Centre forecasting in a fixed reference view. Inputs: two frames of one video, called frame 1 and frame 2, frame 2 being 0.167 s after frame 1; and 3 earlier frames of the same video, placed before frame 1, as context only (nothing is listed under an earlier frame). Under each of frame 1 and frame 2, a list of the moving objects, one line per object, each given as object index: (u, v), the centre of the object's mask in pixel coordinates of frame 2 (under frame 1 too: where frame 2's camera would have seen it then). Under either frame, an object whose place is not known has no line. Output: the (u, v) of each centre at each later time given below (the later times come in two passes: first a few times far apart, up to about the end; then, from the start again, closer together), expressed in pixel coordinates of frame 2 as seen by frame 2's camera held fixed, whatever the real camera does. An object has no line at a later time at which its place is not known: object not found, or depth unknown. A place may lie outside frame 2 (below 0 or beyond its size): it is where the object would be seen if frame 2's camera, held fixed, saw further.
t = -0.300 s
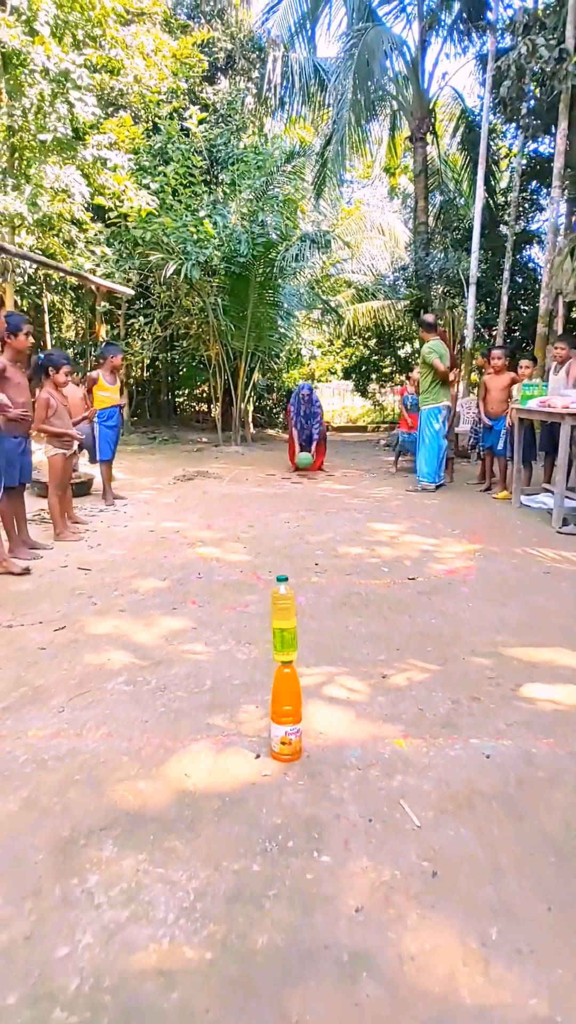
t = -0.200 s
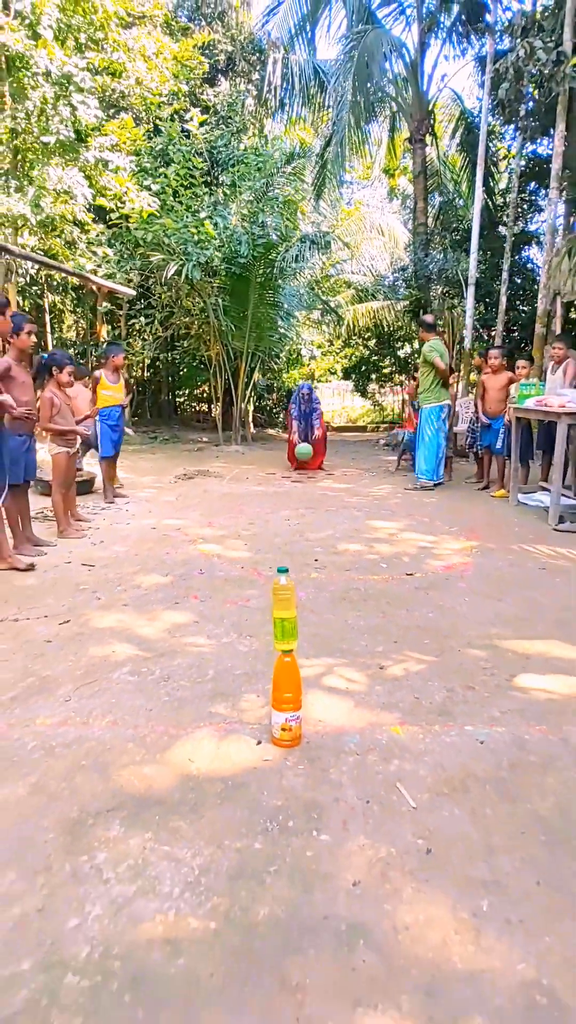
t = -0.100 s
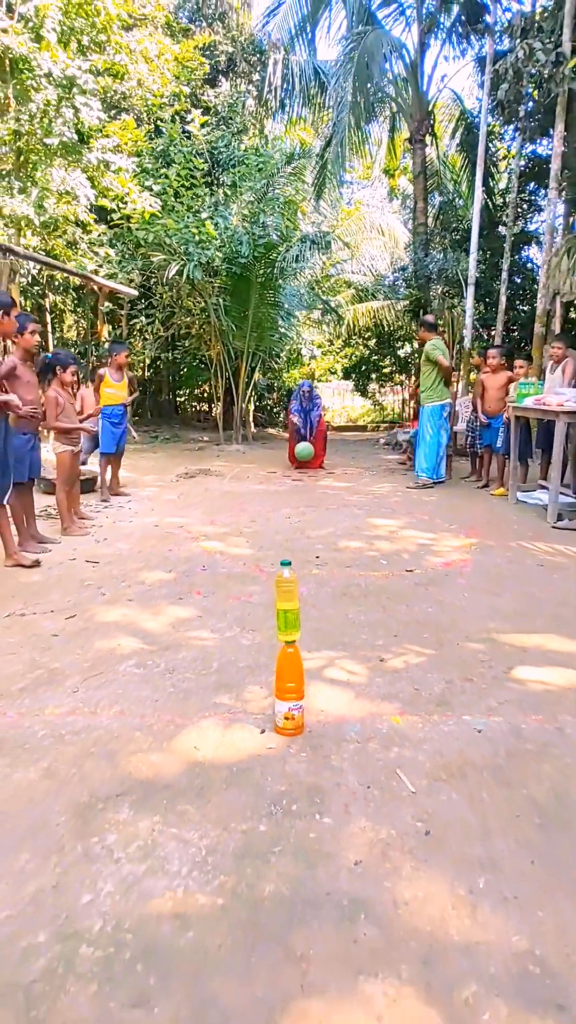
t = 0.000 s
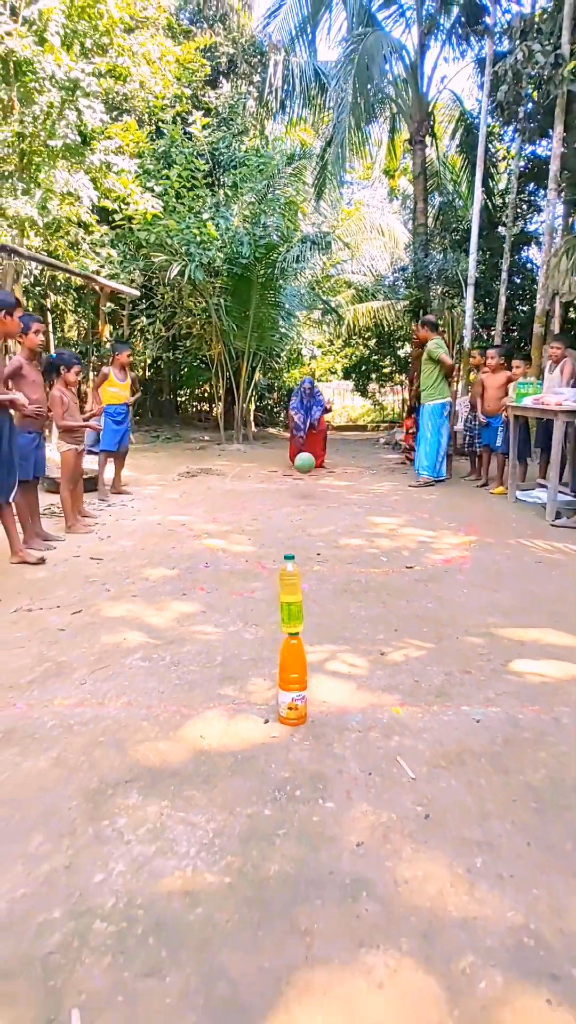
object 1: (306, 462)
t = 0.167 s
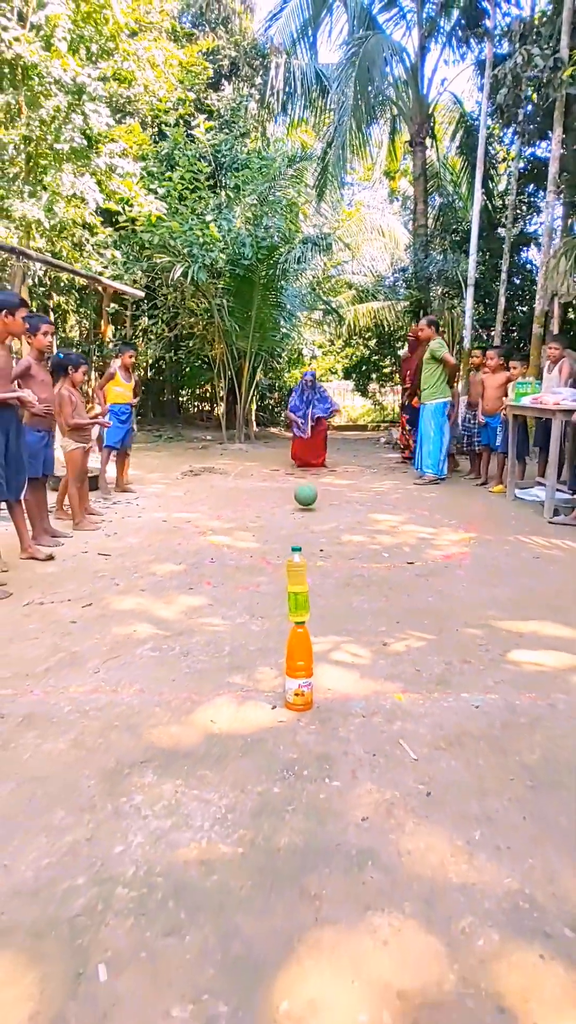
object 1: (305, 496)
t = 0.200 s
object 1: (305, 494)
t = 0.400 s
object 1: (301, 513)
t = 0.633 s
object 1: (296, 537)
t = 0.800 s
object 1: (286, 553)
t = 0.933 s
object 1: (278, 567)
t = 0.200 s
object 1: (305, 494)
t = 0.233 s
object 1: (304, 493)
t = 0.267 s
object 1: (304, 493)
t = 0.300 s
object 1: (303, 495)
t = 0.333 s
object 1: (302, 498)
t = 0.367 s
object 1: (302, 504)
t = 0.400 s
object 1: (301, 513)
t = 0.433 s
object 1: (301, 520)
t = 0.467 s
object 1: (300, 520)
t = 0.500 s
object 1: (299, 518)
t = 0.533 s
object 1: (299, 520)
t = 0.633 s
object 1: (296, 537)
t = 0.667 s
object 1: (295, 538)
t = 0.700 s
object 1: (294, 539)
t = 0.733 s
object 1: (292, 542)
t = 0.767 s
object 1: (289, 547)
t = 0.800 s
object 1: (286, 553)
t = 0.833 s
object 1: (285, 554)
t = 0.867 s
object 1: (284, 556)
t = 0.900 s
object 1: (279, 561)
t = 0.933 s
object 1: (278, 567)
